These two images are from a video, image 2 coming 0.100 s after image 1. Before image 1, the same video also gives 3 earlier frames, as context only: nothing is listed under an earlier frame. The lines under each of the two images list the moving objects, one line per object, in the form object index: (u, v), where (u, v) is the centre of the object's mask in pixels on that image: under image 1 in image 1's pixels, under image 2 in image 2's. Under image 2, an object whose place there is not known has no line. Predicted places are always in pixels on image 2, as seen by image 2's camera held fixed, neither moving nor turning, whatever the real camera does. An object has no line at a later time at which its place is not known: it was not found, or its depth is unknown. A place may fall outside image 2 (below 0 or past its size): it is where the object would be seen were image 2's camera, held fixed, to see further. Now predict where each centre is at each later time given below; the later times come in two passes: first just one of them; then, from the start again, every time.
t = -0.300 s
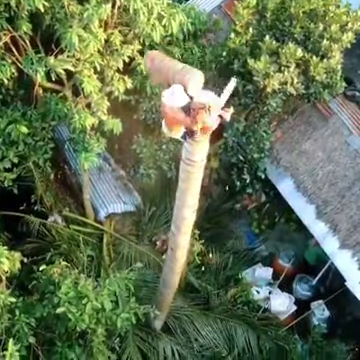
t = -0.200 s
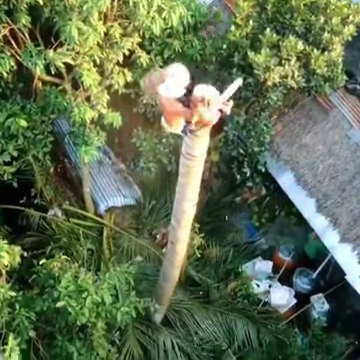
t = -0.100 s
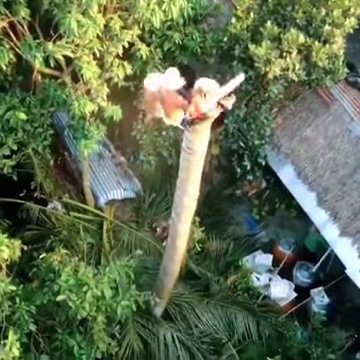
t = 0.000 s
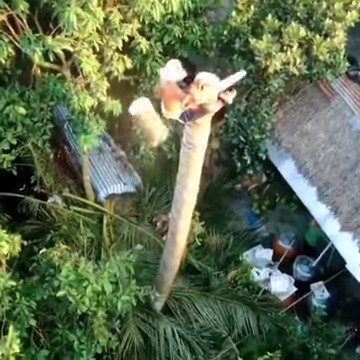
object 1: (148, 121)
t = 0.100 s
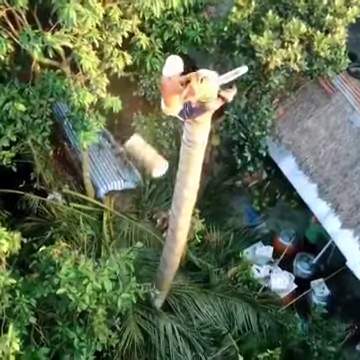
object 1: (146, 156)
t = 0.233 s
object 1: (141, 204)
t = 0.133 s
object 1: (145, 167)
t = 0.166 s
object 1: (145, 180)
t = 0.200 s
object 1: (144, 192)
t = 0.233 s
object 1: (141, 204)
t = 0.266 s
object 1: (141, 215)
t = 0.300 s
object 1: (145, 229)
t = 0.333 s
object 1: (141, 239)
